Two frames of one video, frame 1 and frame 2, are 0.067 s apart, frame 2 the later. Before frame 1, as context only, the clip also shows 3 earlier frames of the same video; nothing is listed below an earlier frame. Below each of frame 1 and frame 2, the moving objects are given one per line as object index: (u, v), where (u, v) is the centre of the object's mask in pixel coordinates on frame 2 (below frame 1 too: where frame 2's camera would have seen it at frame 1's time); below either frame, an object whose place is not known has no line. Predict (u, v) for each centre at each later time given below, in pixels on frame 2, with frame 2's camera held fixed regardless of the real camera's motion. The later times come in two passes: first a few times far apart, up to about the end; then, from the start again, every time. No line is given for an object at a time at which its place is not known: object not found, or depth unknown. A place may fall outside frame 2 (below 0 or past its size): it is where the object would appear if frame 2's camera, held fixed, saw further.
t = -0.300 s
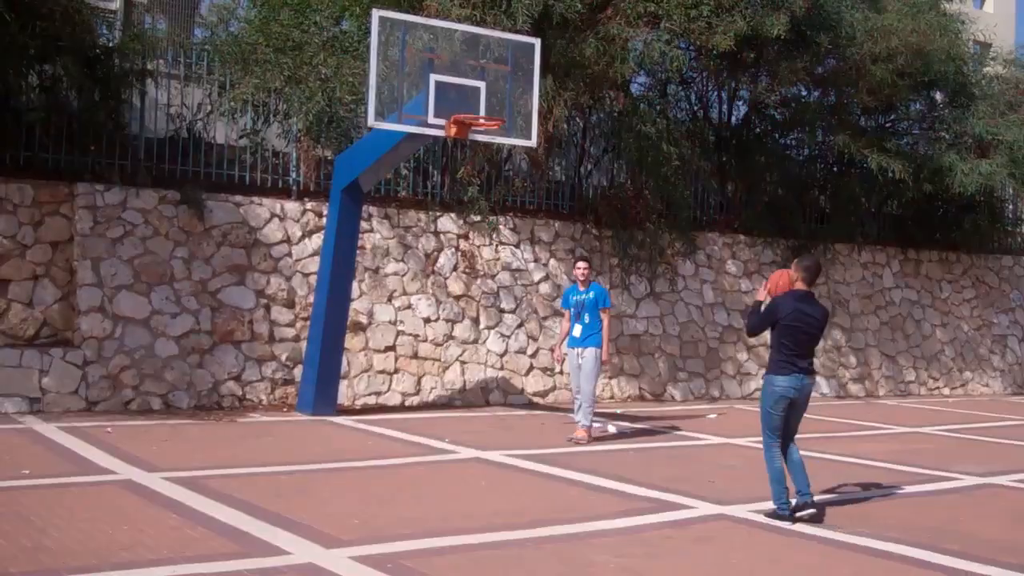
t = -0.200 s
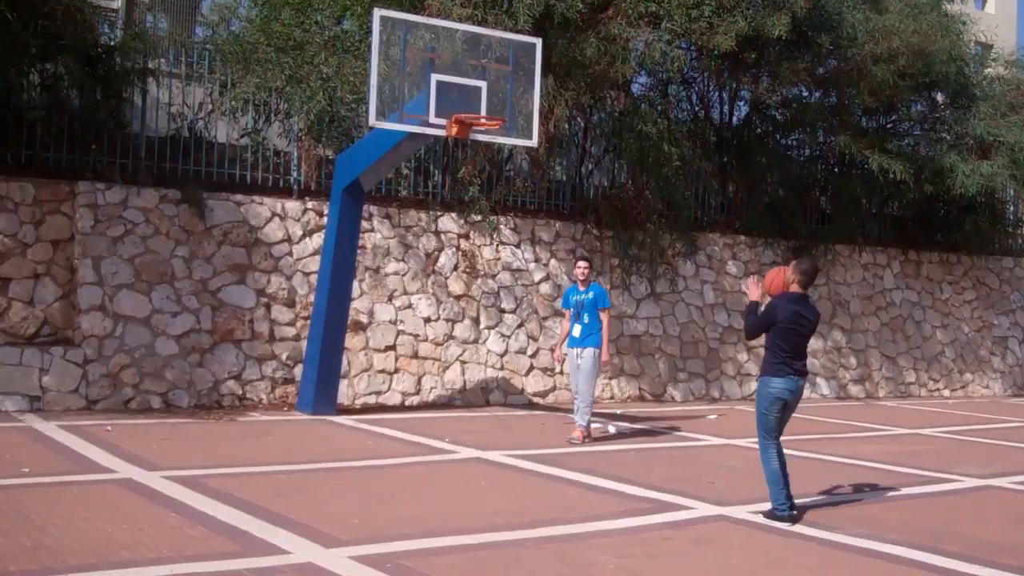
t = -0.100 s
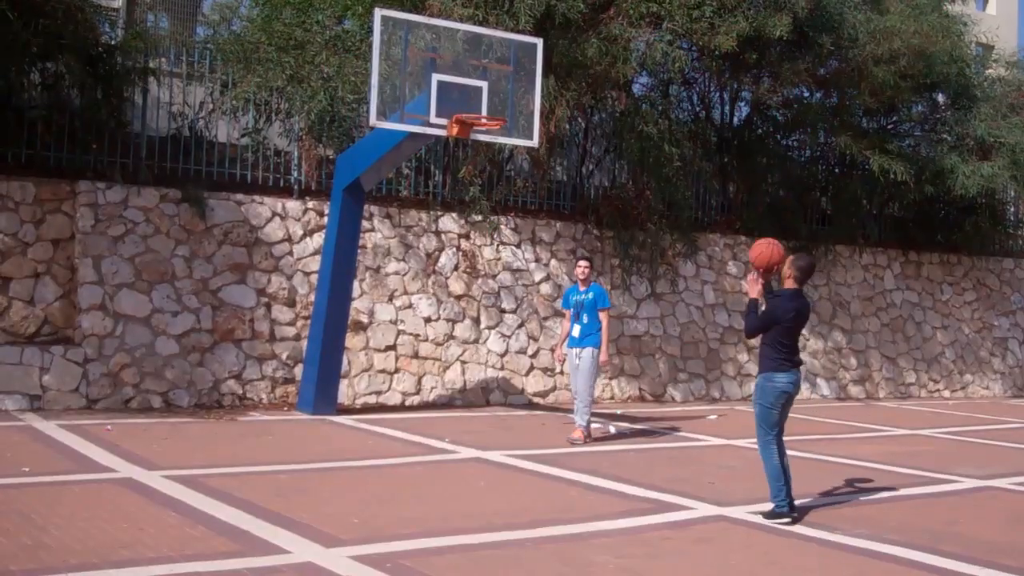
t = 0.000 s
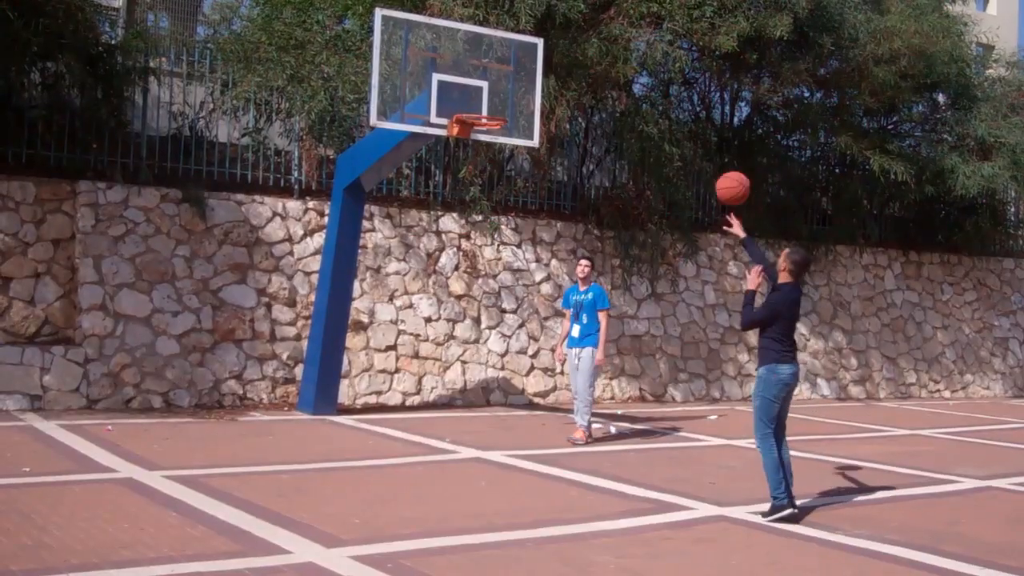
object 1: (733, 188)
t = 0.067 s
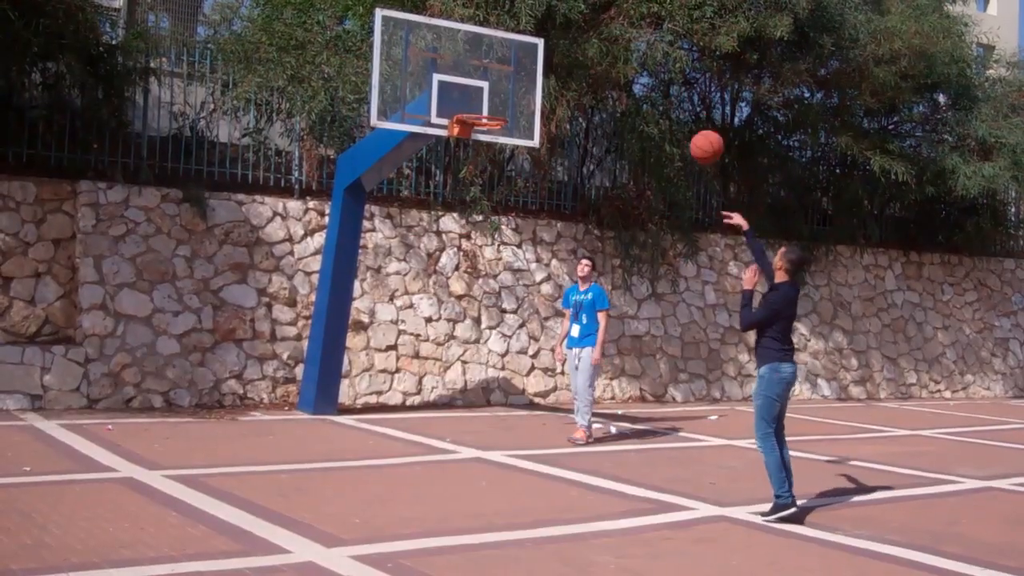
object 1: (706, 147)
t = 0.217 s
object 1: (649, 80)
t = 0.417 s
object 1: (581, 43)
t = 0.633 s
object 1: (513, 57)
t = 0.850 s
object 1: (463, 100)
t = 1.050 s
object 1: (481, 87)
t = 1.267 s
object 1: (515, 107)
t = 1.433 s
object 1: (542, 158)
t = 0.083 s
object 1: (700, 137)
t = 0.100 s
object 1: (693, 129)
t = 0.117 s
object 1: (687, 121)
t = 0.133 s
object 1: (680, 112)
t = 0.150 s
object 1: (674, 105)
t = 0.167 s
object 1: (668, 98)
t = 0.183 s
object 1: (662, 92)
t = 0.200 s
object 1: (655, 86)
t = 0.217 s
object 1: (649, 80)
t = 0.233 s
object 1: (643, 75)
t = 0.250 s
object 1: (637, 70)
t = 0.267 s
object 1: (632, 65)
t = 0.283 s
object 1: (626, 62)
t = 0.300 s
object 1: (620, 58)
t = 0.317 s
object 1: (614, 55)
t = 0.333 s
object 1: (608, 52)
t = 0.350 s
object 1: (602, 50)
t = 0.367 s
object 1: (597, 47)
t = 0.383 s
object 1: (591, 46)
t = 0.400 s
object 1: (586, 44)
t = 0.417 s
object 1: (581, 43)
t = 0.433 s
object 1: (575, 42)
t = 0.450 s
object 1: (570, 41)
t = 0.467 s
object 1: (564, 41)
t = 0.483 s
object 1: (559, 42)
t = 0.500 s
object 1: (554, 42)
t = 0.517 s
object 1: (549, 43)
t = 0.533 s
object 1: (544, 44)
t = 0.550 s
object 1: (539, 45)
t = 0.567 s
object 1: (533, 47)
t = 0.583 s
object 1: (528, 49)
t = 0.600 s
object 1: (522, 52)
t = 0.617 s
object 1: (518, 54)
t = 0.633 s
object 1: (513, 57)
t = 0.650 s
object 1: (508, 60)
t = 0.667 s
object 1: (503, 64)
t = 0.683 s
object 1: (498, 67)
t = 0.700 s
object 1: (493, 71)
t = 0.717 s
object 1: (489, 76)
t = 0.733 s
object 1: (484, 80)
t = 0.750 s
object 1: (479, 85)
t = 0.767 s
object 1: (474, 90)
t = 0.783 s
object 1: (469, 96)
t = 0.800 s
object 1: (464, 101)
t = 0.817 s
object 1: (462, 104)
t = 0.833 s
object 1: (462, 102)
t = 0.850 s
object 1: (463, 100)
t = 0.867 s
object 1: (464, 97)
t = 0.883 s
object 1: (465, 96)
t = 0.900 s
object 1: (465, 95)
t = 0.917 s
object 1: (466, 93)
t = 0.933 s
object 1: (467, 92)
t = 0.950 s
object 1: (467, 91)
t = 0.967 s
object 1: (468, 91)
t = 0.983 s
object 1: (469, 91)
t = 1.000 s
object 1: (472, 89)
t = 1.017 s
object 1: (475, 88)
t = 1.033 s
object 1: (478, 87)
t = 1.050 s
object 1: (481, 87)
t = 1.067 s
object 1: (483, 87)
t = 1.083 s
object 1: (485, 87)
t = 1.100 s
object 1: (489, 87)
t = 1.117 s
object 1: (492, 88)
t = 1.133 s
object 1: (495, 89)
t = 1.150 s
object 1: (497, 90)
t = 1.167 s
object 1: (499, 92)
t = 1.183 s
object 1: (502, 94)
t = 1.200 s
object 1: (505, 96)
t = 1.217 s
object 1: (508, 98)
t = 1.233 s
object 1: (510, 101)
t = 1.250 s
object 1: (512, 104)
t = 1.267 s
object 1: (515, 107)
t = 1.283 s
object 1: (518, 111)
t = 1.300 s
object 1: (521, 115)
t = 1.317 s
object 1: (523, 119)
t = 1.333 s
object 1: (526, 124)
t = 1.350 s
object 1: (528, 129)
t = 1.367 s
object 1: (532, 134)
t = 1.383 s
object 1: (534, 139)
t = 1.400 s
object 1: (536, 145)
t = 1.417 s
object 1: (538, 151)
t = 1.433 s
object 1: (542, 158)
